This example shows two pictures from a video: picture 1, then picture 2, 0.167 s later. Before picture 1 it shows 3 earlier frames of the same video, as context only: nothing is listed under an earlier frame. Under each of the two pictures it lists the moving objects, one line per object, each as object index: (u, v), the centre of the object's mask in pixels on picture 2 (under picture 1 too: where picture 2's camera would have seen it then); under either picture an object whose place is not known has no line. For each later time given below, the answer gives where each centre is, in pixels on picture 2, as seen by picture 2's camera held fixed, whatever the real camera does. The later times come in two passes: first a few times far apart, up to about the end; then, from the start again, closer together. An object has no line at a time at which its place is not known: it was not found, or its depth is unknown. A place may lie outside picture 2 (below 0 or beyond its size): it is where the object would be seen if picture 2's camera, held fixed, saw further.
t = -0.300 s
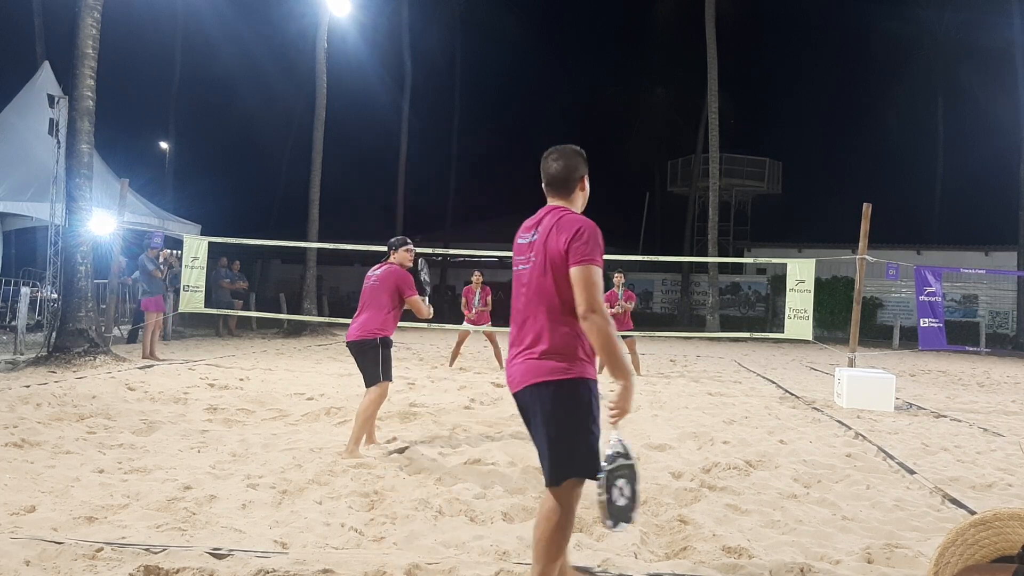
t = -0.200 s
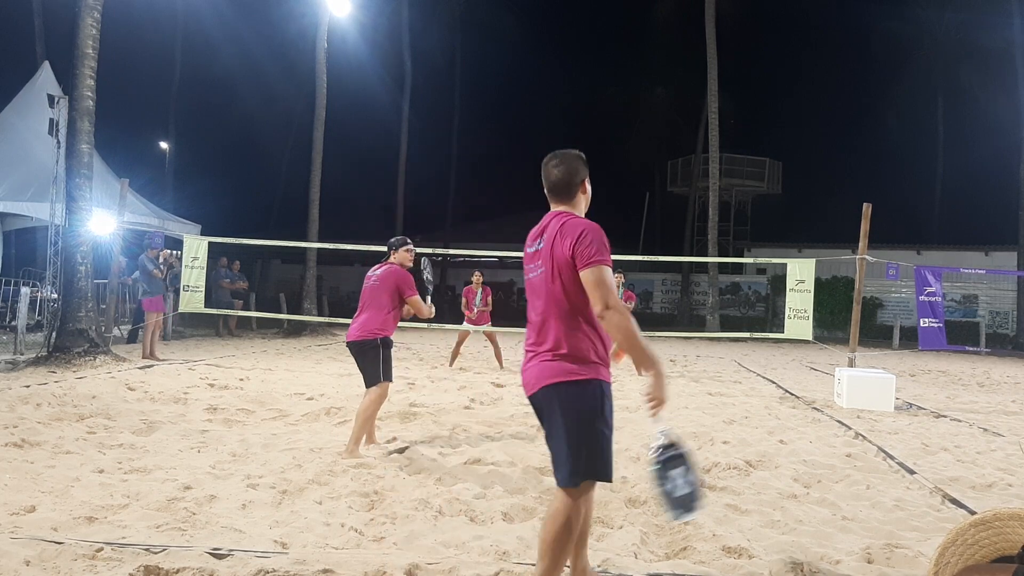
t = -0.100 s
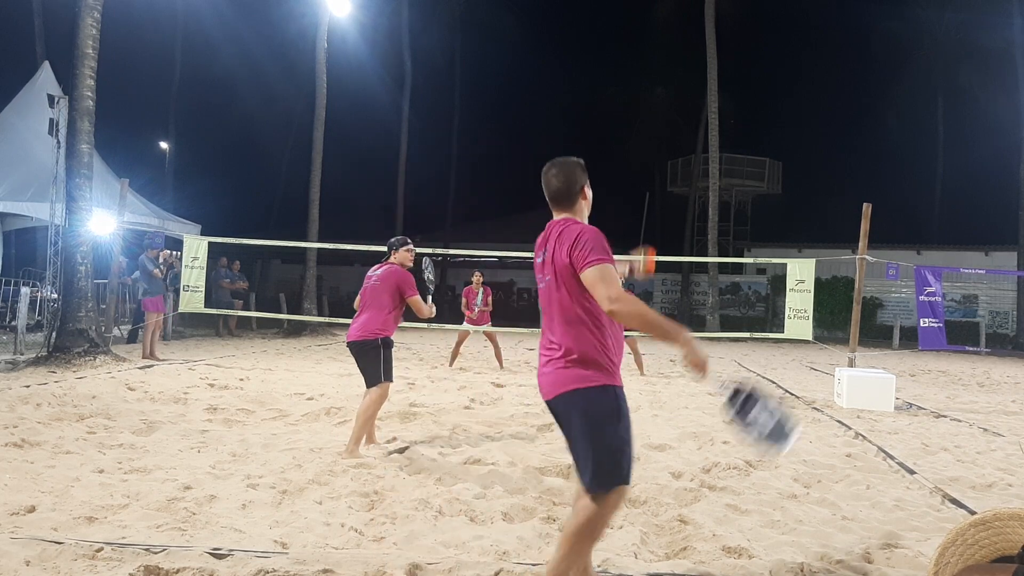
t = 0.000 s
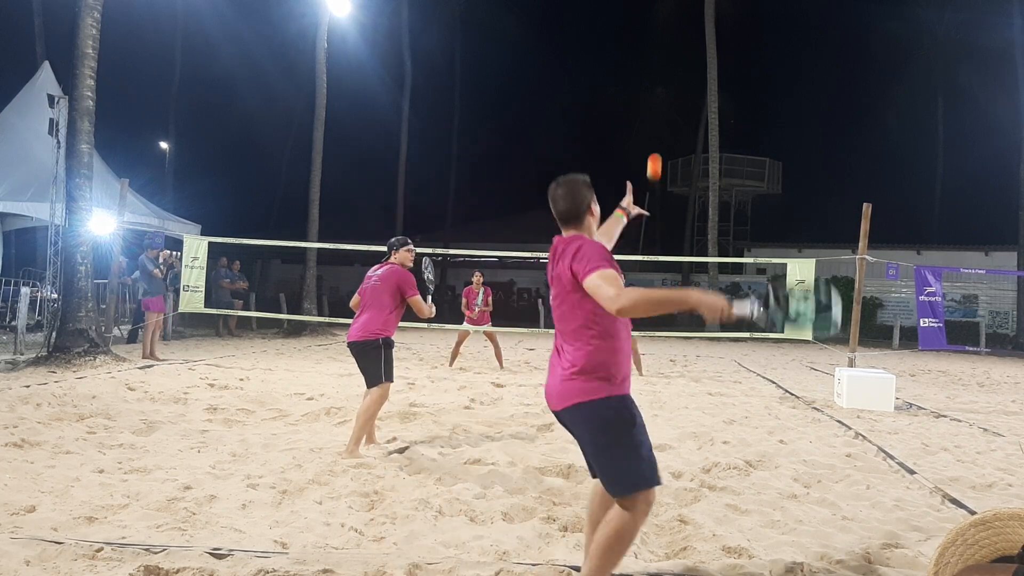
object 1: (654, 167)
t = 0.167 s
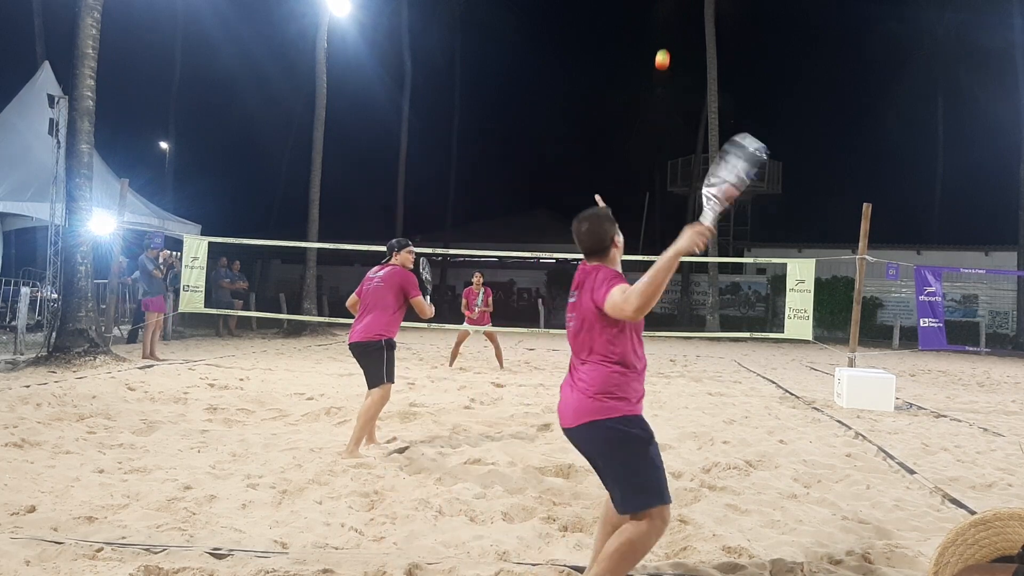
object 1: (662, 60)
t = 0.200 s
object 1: (663, 46)
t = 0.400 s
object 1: (669, 7)
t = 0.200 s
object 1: (663, 46)
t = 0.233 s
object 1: (665, 34)
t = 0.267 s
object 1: (666, 24)
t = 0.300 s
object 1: (667, 16)
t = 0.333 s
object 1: (667, 10)
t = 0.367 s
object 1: (668, 8)
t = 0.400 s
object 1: (669, 7)
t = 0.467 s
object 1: (670, 10)
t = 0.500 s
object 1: (670, 16)
